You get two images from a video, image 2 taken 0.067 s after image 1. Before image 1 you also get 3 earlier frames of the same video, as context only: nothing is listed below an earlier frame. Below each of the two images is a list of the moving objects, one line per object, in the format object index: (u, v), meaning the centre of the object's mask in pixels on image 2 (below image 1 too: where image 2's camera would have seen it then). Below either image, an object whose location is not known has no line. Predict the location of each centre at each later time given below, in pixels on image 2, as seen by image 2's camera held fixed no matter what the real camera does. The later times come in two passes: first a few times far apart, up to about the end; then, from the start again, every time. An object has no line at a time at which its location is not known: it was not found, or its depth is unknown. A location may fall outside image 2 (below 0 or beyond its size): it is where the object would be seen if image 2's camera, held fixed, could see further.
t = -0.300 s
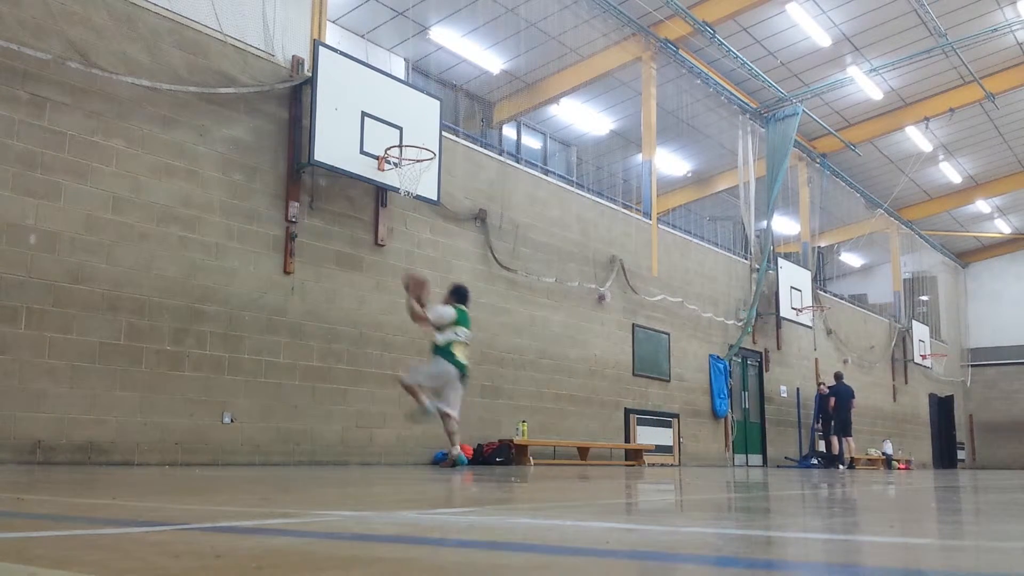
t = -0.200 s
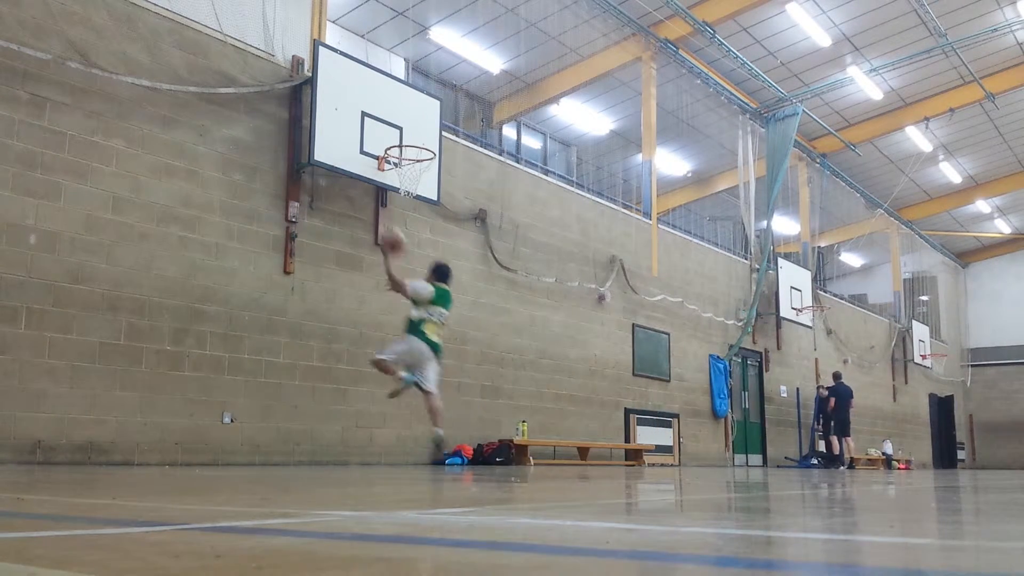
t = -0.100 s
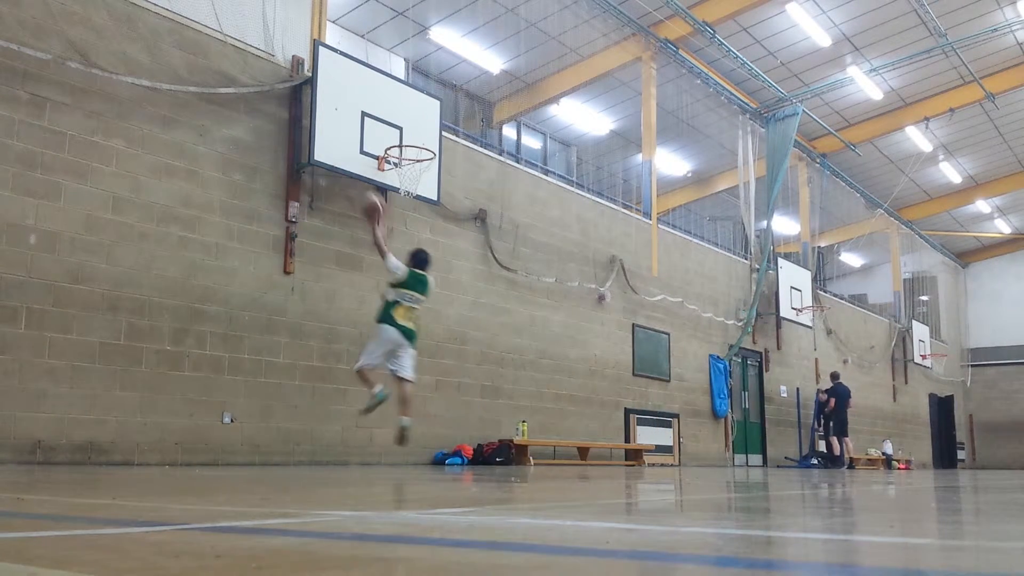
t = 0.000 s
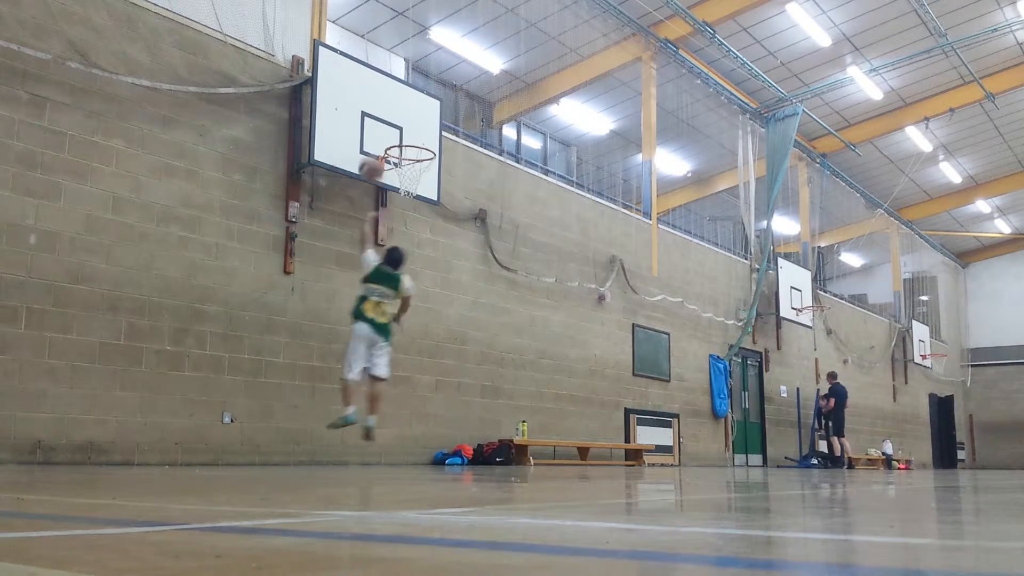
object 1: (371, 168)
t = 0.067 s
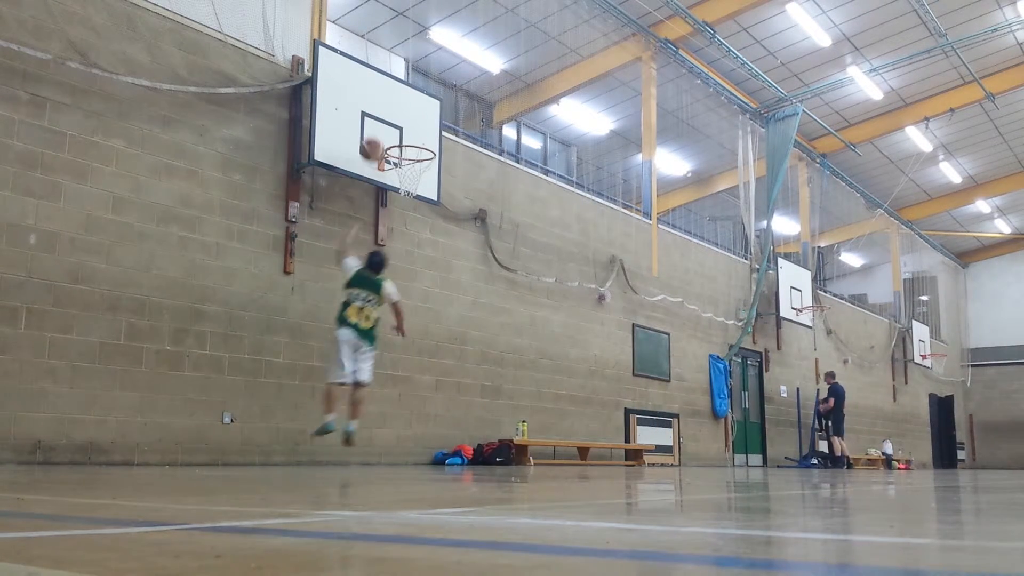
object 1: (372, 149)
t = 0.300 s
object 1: (373, 116)
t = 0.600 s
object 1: (398, 123)
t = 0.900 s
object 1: (416, 208)
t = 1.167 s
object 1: (426, 348)
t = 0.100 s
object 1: (373, 141)
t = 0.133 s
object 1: (373, 135)
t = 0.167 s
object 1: (373, 128)
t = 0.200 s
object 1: (374, 123)
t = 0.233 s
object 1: (373, 120)
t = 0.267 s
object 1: (373, 117)
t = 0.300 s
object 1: (373, 116)
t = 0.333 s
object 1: (374, 113)
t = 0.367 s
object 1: (378, 111)
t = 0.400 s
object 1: (380, 110)
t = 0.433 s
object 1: (384, 110)
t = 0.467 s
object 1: (386, 111)
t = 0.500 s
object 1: (390, 112)
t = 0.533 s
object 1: (392, 115)
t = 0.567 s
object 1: (395, 118)
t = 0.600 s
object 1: (398, 123)
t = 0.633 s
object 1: (400, 129)
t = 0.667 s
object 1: (403, 136)
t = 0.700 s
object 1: (406, 144)
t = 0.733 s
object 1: (408, 155)
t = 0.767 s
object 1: (411, 165)
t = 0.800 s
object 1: (413, 176)
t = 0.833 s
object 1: (415, 187)
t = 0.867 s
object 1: (416, 197)
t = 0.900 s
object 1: (416, 208)
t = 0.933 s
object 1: (418, 223)
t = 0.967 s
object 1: (419, 237)
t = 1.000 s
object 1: (420, 252)
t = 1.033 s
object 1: (426, 268)
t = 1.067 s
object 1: (422, 286)
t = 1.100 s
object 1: (423, 306)
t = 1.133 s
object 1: (425, 326)
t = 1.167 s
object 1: (426, 348)
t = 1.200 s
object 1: (426, 371)
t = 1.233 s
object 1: (428, 396)
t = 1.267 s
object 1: (428, 426)
